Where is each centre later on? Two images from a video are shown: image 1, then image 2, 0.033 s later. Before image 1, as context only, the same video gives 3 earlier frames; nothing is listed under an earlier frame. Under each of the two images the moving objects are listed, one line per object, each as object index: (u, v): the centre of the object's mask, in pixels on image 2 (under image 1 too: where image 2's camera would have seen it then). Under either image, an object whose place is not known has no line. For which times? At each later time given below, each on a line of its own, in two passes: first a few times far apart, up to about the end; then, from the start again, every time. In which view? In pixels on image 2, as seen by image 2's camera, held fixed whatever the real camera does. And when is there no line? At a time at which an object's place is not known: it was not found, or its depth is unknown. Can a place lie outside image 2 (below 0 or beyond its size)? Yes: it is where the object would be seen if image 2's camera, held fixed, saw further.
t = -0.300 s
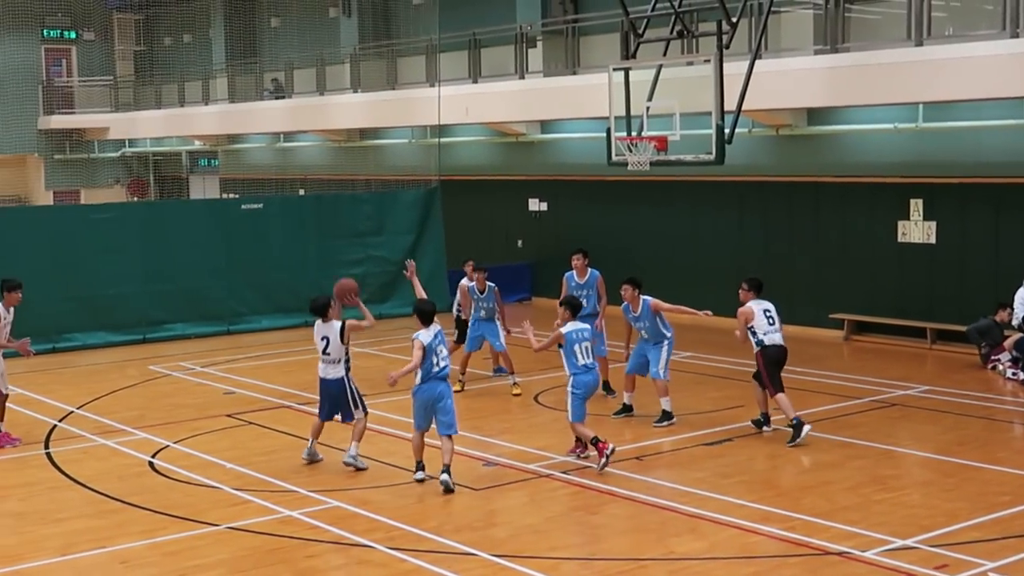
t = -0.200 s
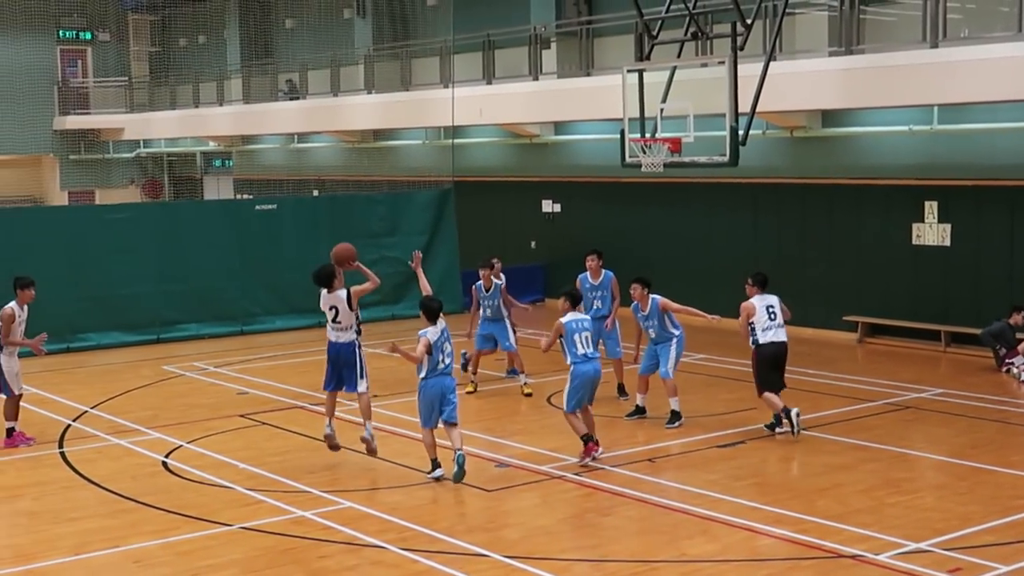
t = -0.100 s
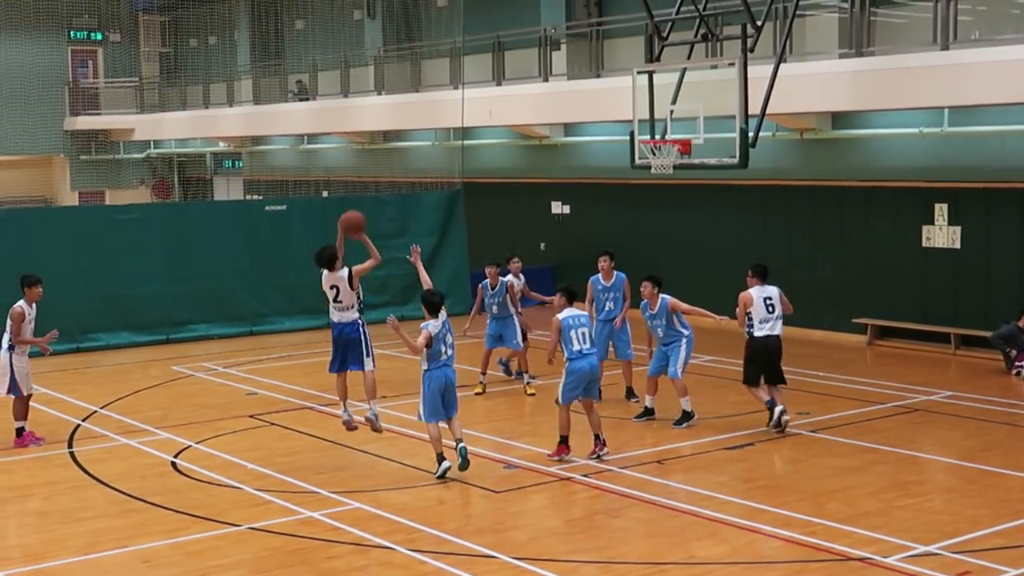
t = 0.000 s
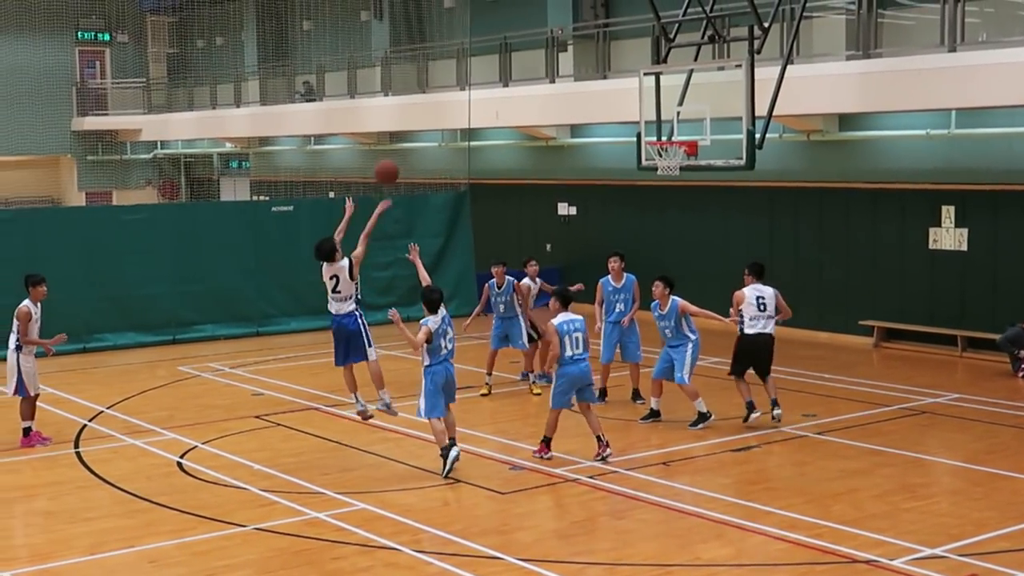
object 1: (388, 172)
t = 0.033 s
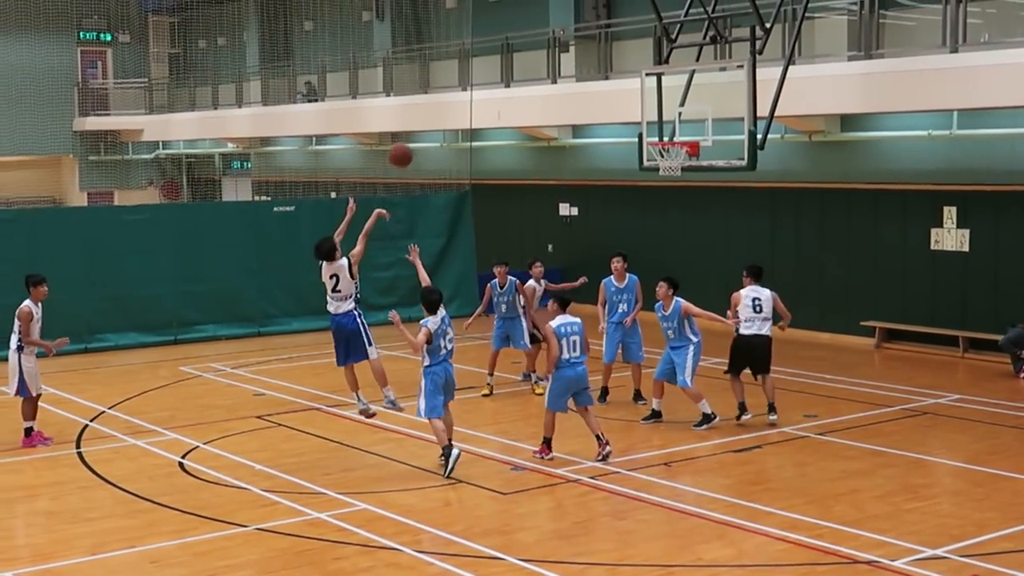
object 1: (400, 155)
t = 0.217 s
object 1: (465, 83)
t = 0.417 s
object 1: (530, 48)
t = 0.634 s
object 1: (595, 53)
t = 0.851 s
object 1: (654, 98)
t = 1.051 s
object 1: (682, 114)
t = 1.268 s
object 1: (654, 92)
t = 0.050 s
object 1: (406, 147)
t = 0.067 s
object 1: (412, 139)
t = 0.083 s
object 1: (418, 131)
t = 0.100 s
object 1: (424, 124)
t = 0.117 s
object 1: (430, 117)
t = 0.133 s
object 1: (436, 111)
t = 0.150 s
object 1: (442, 105)
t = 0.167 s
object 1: (447, 99)
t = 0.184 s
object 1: (453, 93)
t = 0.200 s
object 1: (459, 88)
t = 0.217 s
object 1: (465, 83)
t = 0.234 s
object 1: (470, 79)
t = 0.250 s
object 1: (476, 74)
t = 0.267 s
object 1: (482, 70)
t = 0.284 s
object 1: (487, 67)
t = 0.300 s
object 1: (492, 63)
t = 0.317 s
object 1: (498, 60)
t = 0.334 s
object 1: (503, 57)
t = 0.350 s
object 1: (509, 54)
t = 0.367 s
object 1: (514, 52)
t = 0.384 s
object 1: (519, 50)
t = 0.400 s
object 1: (524, 49)
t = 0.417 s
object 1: (530, 48)
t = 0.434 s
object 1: (535, 46)
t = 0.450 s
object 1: (540, 45)
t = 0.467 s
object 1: (545, 45)
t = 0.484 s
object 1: (550, 45)
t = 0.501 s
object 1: (556, 45)
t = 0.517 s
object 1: (561, 44)
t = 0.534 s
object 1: (566, 45)
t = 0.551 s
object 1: (570, 46)
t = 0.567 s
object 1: (573, 46)
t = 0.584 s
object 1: (580, 47)
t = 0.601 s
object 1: (585, 49)
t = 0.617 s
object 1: (590, 51)
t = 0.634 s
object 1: (595, 53)
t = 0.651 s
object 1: (599, 55)
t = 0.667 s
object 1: (604, 58)
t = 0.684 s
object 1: (609, 60)
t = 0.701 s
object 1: (614, 63)
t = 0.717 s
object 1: (618, 66)
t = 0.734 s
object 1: (623, 69)
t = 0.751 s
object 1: (627, 73)
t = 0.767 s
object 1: (631, 77)
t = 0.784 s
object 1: (636, 81)
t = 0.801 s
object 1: (640, 85)
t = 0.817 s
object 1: (645, 89)
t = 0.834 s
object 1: (649, 94)
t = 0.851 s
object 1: (654, 98)
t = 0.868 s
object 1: (658, 103)
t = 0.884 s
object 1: (662, 108)
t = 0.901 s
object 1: (667, 114)
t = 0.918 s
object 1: (671, 119)
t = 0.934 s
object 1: (676, 125)
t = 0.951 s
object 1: (680, 131)
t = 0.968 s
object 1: (681, 131)
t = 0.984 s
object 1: (682, 127)
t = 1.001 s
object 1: (682, 123)
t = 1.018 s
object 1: (682, 120)
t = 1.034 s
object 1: (682, 117)
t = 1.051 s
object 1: (682, 114)
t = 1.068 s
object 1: (682, 111)
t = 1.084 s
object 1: (682, 108)
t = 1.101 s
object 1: (682, 106)
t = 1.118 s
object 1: (680, 103)
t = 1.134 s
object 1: (676, 101)
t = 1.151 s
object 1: (674, 99)
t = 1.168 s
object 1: (671, 98)
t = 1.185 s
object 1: (669, 96)
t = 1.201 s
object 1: (666, 95)
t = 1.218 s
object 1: (663, 93)
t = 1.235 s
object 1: (660, 93)
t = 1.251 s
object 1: (657, 92)
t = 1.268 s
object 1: (654, 92)
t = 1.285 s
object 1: (651, 92)
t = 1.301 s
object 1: (648, 92)
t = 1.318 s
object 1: (646, 92)
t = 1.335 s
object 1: (643, 93)
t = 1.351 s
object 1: (640, 93)
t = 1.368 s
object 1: (637, 95)
